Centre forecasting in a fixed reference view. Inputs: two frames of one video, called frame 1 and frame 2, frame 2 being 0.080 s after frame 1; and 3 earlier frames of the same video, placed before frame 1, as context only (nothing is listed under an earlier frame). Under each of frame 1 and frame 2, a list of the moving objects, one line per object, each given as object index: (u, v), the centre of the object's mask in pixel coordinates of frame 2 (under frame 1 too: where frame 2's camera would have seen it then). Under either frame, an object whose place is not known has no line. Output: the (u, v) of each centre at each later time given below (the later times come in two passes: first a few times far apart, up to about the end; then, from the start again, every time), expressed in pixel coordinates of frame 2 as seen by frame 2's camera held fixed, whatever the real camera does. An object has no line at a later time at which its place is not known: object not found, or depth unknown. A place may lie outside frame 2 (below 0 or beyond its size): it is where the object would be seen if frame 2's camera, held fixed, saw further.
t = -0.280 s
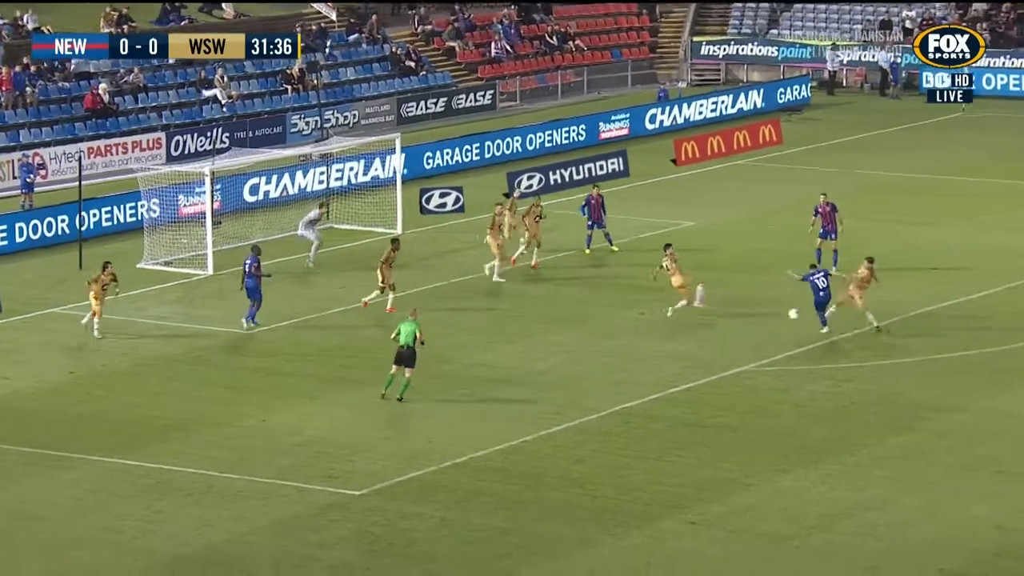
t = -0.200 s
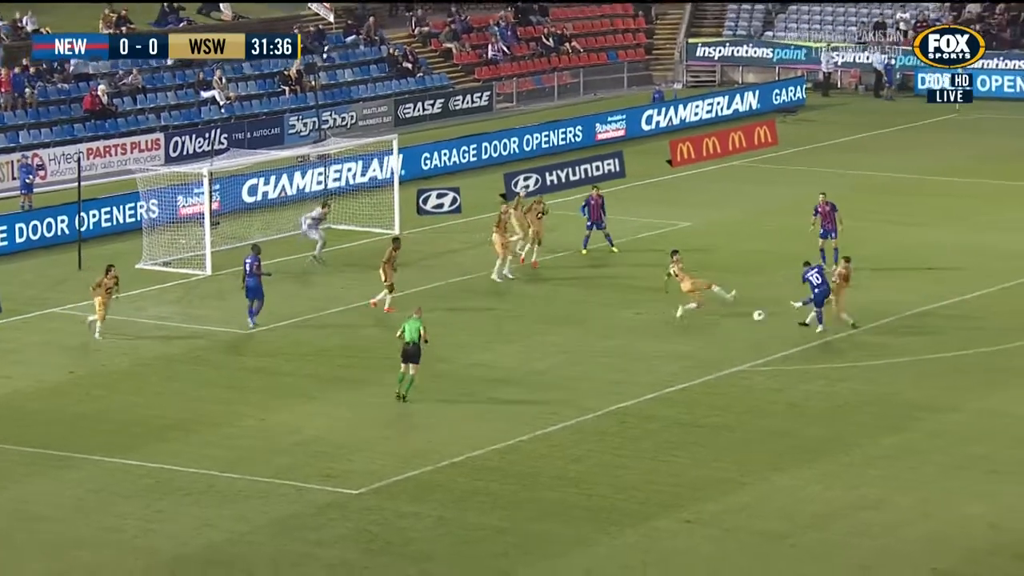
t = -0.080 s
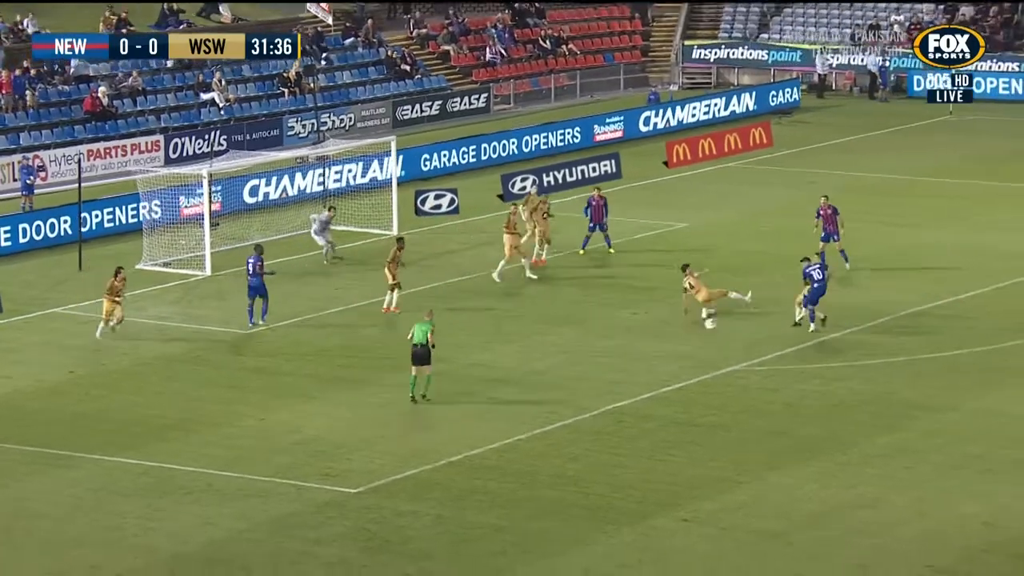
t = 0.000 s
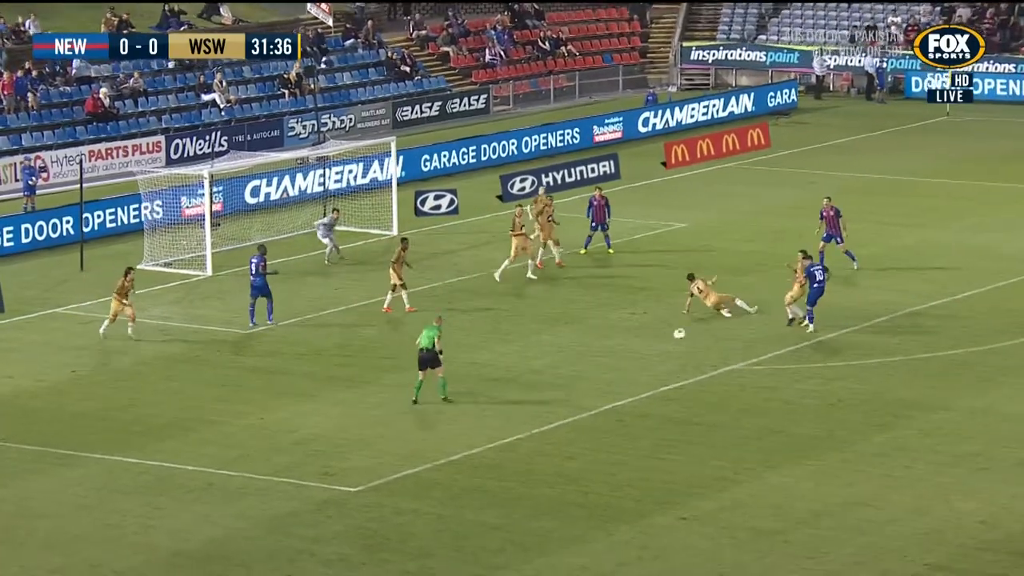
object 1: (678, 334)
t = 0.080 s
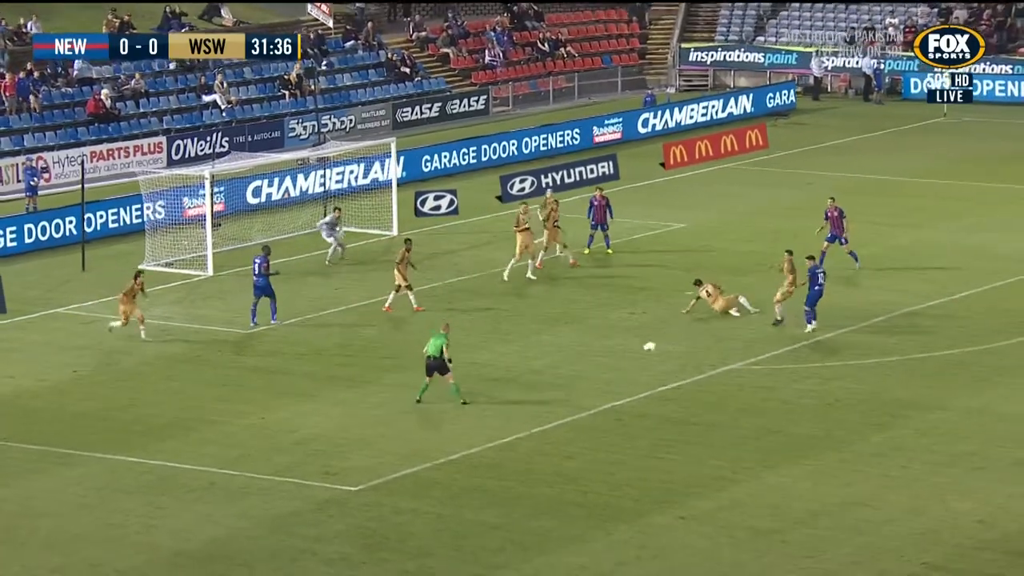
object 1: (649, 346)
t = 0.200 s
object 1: (607, 374)
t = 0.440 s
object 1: (544, 384)
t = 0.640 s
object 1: (496, 408)
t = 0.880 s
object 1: (448, 426)
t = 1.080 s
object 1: (413, 435)
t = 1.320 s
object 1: (373, 452)
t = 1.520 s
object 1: (342, 463)
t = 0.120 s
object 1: (635, 355)
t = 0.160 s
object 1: (621, 364)
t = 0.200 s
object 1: (607, 374)
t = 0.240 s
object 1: (596, 376)
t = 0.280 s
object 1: (586, 375)
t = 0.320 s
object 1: (576, 376)
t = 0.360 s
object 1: (565, 378)
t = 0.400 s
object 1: (555, 380)
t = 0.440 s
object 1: (544, 384)
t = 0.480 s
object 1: (534, 389)
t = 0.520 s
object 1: (524, 394)
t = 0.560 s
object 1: (514, 400)
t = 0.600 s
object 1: (504, 407)
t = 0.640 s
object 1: (496, 408)
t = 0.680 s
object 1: (487, 409)
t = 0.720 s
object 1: (480, 410)
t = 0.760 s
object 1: (472, 412)
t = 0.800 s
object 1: (463, 416)
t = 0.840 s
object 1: (456, 420)
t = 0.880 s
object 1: (448, 426)
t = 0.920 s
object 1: (441, 428)
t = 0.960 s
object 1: (434, 429)
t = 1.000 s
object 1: (427, 430)
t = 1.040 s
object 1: (420, 432)
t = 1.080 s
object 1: (413, 435)
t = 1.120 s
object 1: (405, 439)
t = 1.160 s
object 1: (398, 443)
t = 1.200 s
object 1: (392, 445)
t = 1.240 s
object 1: (386, 447)
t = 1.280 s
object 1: (380, 450)
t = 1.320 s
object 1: (373, 452)
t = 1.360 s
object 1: (367, 454)
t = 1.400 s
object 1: (361, 457)
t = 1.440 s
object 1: (355, 459)
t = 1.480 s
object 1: (348, 461)
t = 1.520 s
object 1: (342, 463)
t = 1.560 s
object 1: (336, 466)
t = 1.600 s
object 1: (330, 469)
